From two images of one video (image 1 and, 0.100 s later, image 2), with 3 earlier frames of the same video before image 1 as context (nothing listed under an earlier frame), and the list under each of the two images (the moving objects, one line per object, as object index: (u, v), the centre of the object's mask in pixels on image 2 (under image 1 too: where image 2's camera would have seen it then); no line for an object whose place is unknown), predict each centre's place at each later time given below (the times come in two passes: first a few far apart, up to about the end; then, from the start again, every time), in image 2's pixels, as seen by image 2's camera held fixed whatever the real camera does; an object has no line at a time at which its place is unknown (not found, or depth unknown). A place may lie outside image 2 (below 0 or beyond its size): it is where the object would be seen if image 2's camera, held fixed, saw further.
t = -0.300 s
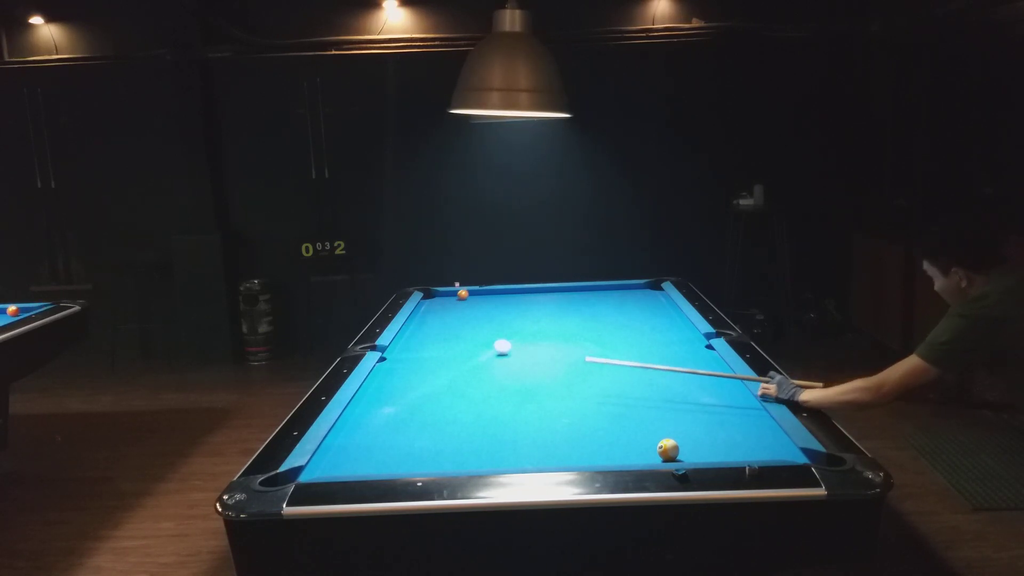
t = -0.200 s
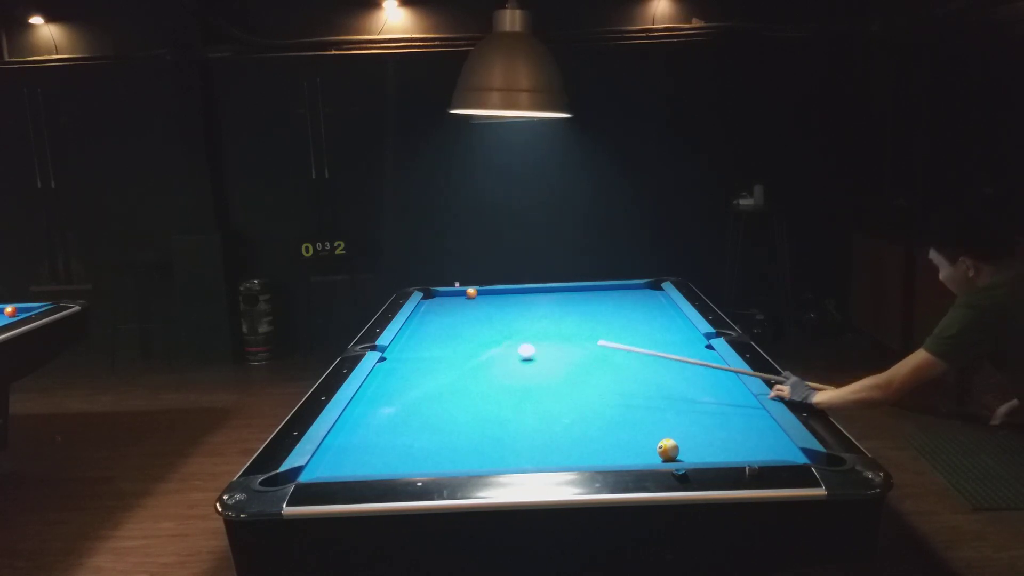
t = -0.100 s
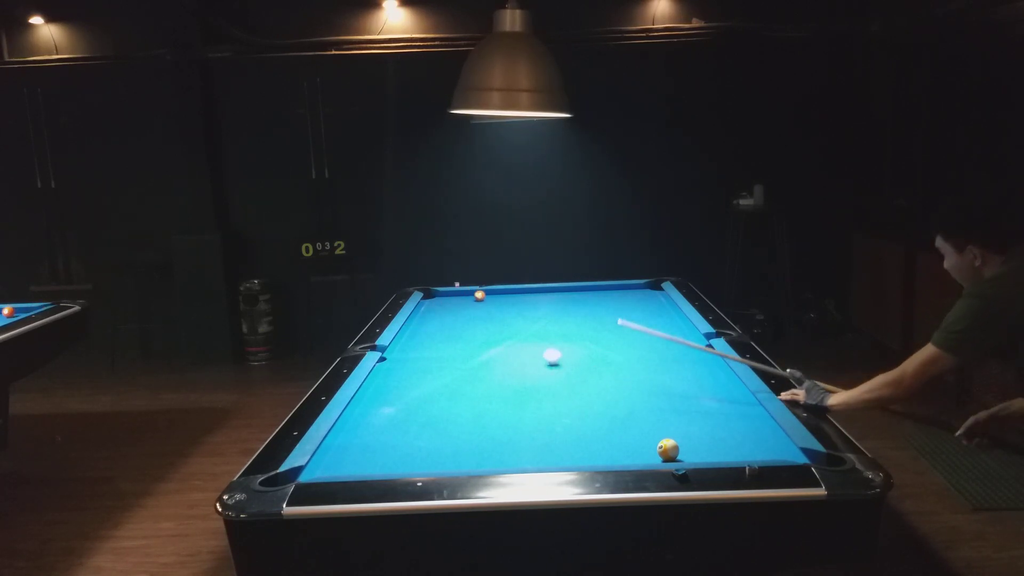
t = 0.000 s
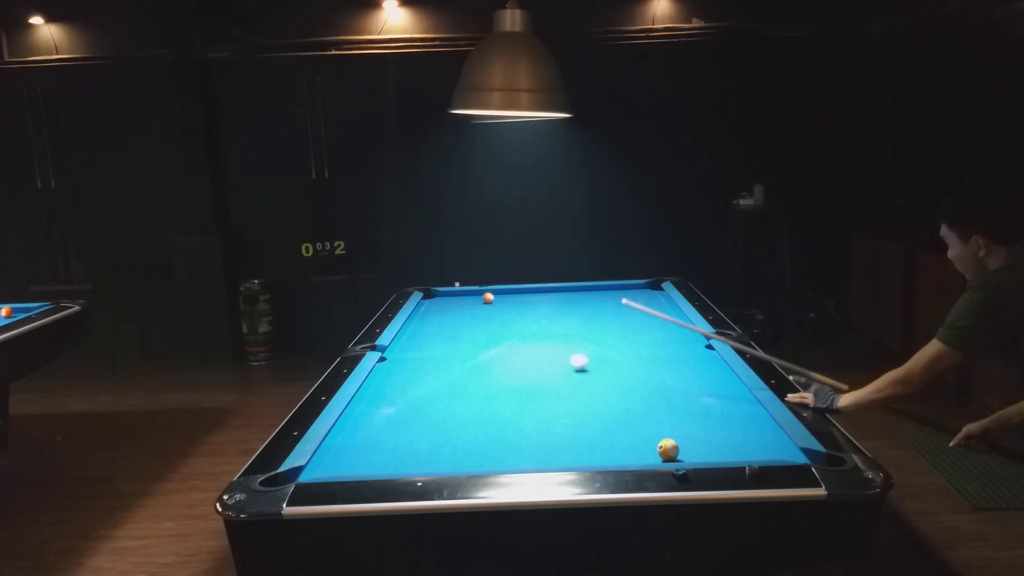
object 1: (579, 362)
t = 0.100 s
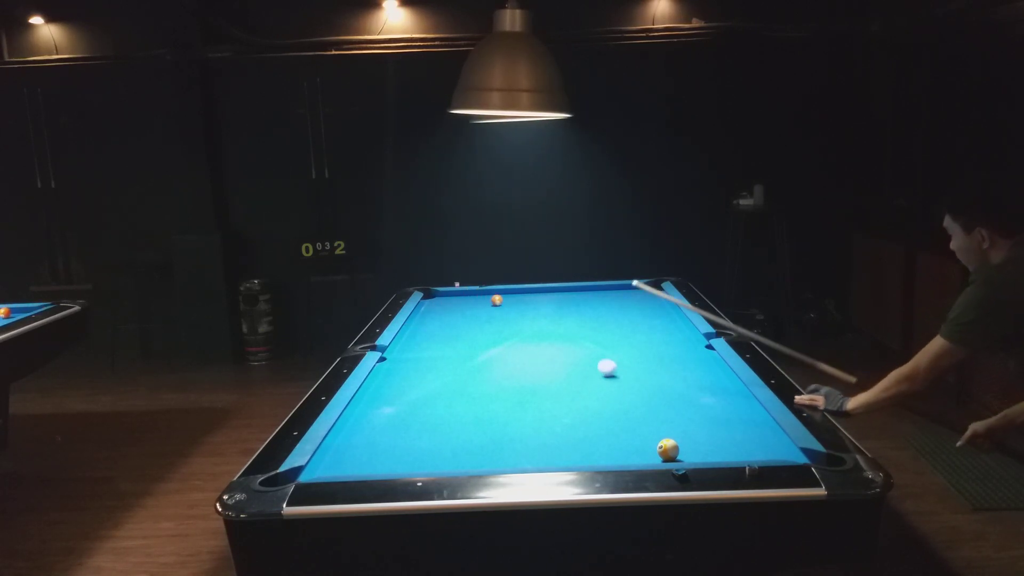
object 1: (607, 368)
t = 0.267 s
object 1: (657, 378)
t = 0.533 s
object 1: (743, 396)
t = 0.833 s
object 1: (708, 408)
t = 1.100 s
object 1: (678, 418)
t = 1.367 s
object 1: (647, 428)
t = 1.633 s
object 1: (617, 438)
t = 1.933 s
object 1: (582, 450)
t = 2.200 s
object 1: (552, 458)
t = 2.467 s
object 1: (527, 462)
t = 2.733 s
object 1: (513, 460)
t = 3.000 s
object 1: (501, 459)
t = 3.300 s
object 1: (491, 457)
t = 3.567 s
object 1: (484, 456)
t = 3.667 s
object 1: (483, 456)
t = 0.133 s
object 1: (617, 370)
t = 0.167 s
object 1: (627, 372)
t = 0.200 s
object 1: (637, 374)
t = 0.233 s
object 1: (647, 376)
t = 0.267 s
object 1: (657, 378)
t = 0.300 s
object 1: (668, 380)
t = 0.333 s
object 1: (679, 383)
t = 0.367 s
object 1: (690, 385)
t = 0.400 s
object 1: (701, 387)
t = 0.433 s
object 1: (712, 389)
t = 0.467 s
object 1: (724, 392)
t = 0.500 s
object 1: (735, 394)
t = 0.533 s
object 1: (743, 396)
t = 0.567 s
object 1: (738, 398)
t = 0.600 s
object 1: (734, 399)
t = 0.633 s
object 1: (731, 400)
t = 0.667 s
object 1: (727, 402)
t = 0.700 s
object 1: (723, 403)
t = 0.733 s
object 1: (719, 404)
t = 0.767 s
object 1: (716, 405)
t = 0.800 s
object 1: (712, 406)
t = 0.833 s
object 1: (708, 408)
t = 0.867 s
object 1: (704, 409)
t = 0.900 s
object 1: (701, 410)
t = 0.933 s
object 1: (697, 412)
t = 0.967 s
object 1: (693, 413)
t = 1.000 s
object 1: (689, 414)
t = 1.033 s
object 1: (685, 415)
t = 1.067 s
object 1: (681, 416)
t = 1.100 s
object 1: (678, 418)
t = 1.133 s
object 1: (674, 419)
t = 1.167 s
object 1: (670, 420)
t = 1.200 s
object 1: (666, 422)
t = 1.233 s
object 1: (662, 423)
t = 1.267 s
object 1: (658, 424)
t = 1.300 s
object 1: (655, 426)
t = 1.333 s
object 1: (651, 427)
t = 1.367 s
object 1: (647, 428)
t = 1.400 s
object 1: (643, 429)
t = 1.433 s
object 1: (640, 431)
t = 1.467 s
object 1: (635, 432)
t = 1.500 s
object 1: (632, 433)
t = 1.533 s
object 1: (628, 435)
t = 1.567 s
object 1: (624, 436)
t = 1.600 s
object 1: (620, 437)
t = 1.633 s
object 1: (617, 438)
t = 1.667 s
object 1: (613, 440)
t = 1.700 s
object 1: (609, 441)
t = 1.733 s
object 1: (605, 442)
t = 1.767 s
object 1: (601, 444)
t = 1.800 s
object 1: (597, 445)
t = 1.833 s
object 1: (594, 446)
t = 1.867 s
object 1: (590, 448)
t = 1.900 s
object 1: (586, 449)
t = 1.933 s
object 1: (582, 450)
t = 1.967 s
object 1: (578, 452)
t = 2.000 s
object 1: (575, 453)
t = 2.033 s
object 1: (571, 454)
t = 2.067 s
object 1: (567, 455)
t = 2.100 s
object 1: (563, 456)
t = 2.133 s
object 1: (559, 456)
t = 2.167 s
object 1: (555, 457)
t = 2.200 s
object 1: (552, 458)
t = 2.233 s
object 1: (548, 459)
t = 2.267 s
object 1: (544, 460)
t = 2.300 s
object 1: (540, 461)
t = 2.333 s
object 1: (537, 461)
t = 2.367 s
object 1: (533, 462)
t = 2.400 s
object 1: (530, 462)
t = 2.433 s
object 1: (529, 462)
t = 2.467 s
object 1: (527, 462)
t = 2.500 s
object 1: (524, 461)
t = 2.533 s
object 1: (523, 461)
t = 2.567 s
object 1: (521, 461)
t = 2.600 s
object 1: (519, 461)
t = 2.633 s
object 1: (517, 461)
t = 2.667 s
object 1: (515, 461)
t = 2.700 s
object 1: (514, 460)
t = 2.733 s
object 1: (513, 460)
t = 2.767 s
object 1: (511, 460)
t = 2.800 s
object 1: (509, 460)
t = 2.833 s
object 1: (508, 460)
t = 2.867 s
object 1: (506, 460)
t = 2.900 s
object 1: (505, 459)
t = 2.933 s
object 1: (504, 459)
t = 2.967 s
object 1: (502, 459)
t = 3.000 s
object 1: (501, 459)
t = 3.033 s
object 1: (500, 459)
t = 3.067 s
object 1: (499, 459)
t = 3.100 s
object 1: (497, 458)
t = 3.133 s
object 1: (496, 458)
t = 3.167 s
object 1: (495, 458)
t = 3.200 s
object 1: (494, 458)
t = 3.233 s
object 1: (493, 458)
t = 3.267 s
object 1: (492, 457)
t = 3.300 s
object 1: (491, 457)
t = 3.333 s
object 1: (490, 457)
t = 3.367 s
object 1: (489, 457)
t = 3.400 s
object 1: (488, 457)
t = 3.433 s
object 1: (487, 457)
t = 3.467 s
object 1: (487, 457)
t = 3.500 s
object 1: (486, 457)
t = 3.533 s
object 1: (485, 457)
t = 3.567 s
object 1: (484, 456)
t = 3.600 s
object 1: (484, 457)
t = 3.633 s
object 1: (483, 456)
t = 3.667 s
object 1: (483, 456)
